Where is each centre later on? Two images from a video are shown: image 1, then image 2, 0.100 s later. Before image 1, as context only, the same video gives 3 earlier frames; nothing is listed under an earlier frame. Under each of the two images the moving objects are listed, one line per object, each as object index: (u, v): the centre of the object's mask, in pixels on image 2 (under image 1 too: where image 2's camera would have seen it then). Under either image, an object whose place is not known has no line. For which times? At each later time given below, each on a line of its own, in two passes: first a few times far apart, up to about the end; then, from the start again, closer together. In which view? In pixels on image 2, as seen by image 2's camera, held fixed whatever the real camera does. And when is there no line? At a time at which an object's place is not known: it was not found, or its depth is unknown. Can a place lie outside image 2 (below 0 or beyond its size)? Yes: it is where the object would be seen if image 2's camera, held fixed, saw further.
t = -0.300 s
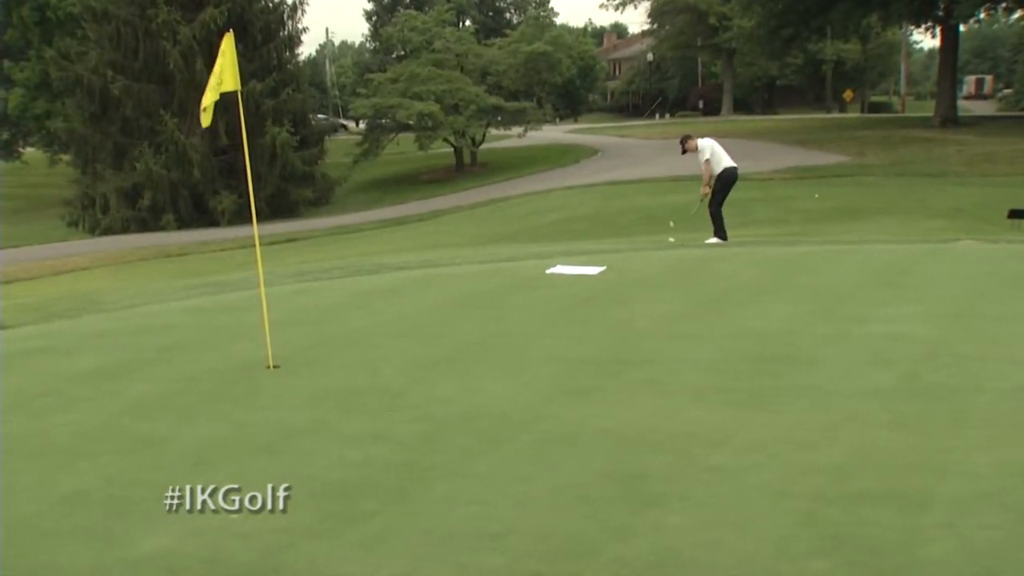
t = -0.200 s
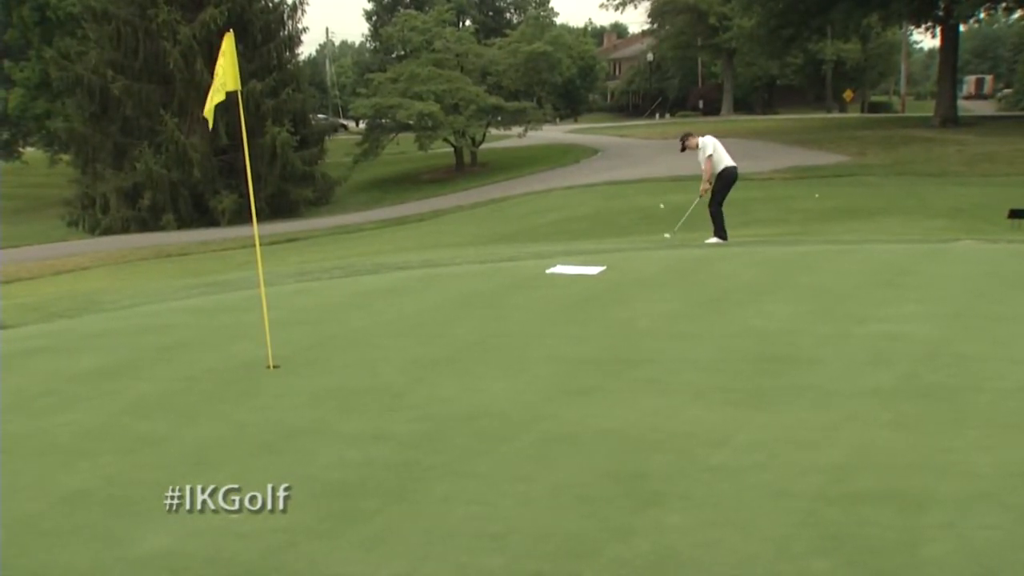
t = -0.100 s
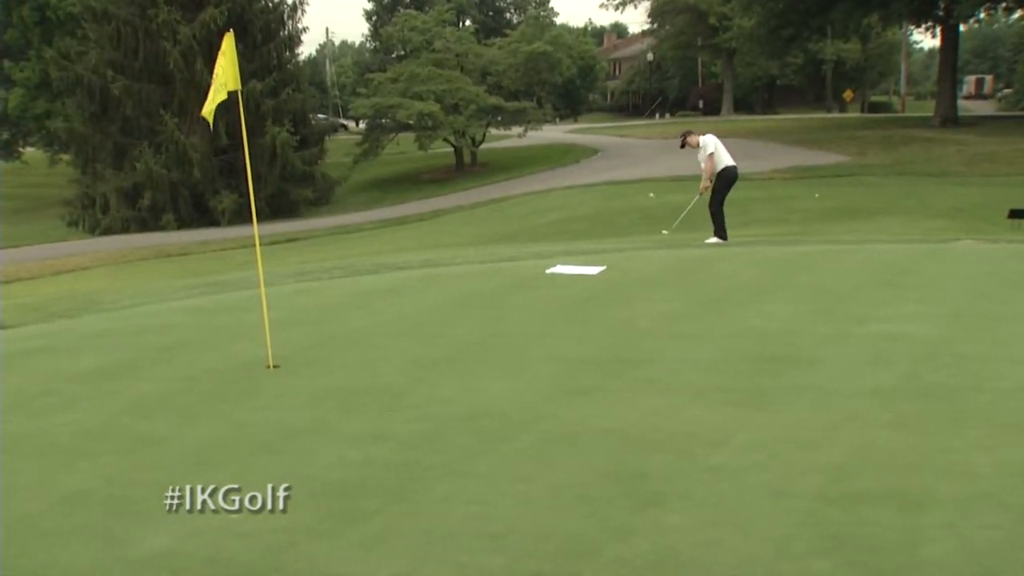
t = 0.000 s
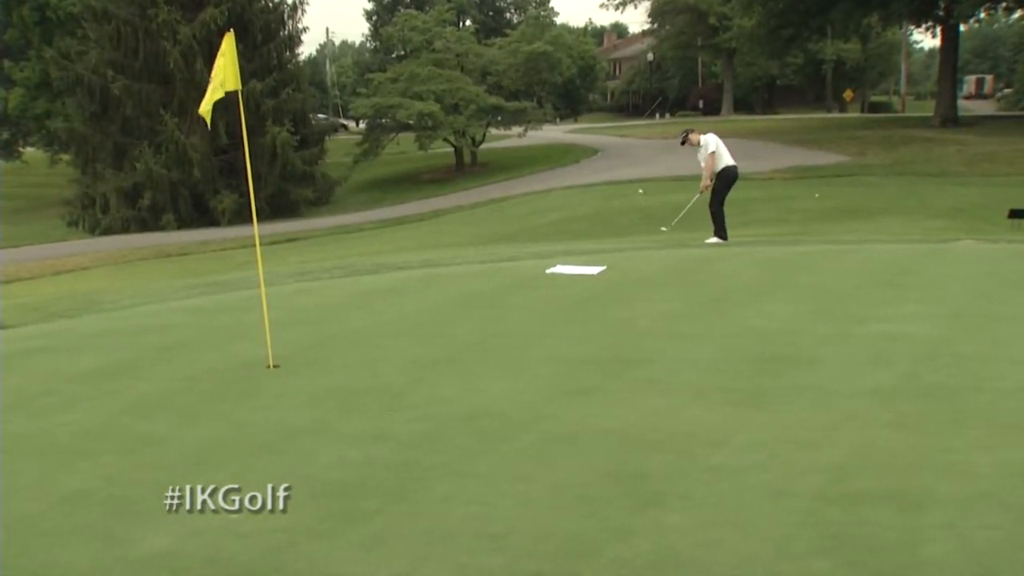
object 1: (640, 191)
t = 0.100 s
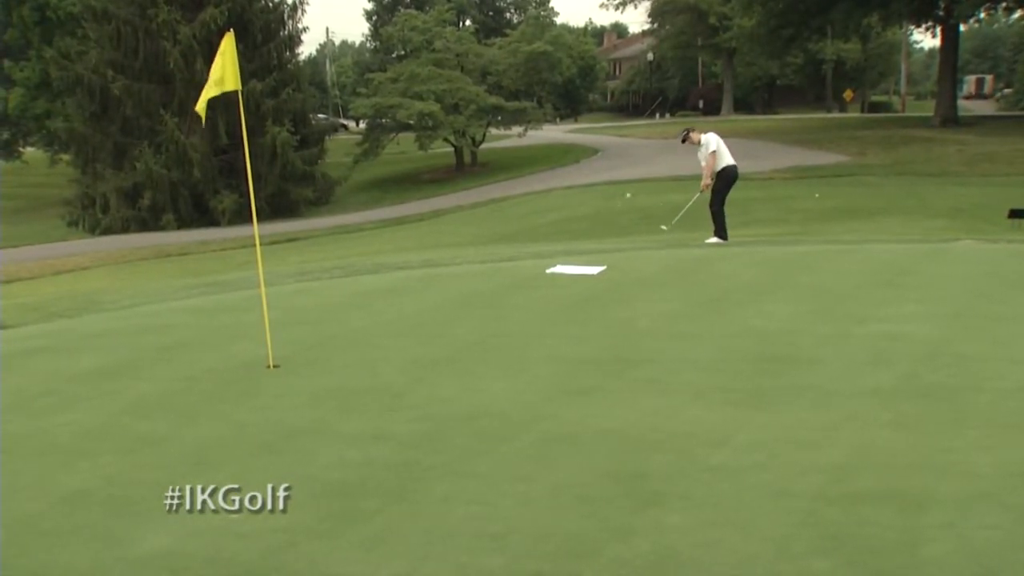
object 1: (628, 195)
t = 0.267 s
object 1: (605, 224)
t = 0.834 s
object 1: (549, 273)
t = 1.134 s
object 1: (522, 285)
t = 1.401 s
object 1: (497, 293)
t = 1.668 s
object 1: (471, 301)
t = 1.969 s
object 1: (442, 309)
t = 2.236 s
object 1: (417, 316)
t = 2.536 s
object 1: (390, 323)
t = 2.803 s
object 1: (367, 328)
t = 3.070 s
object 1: (348, 332)
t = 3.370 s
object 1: (330, 336)
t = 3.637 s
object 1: (318, 339)
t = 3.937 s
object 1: (309, 341)
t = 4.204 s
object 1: (306, 341)
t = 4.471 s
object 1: (305, 341)
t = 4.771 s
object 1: (305, 342)
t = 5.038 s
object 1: (304, 342)
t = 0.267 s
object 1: (605, 224)
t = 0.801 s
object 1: (553, 275)
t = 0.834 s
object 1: (549, 273)
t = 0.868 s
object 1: (547, 273)
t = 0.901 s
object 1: (544, 274)
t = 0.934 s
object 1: (541, 276)
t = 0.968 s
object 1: (538, 280)
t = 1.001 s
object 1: (534, 280)
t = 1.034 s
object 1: (532, 280)
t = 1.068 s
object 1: (528, 282)
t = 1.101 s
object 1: (526, 285)
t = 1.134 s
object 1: (522, 285)
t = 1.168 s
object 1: (519, 286)
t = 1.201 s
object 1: (516, 287)
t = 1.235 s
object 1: (513, 288)
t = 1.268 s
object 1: (510, 289)
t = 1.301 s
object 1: (507, 290)
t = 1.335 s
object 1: (503, 291)
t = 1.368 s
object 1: (500, 292)
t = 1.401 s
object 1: (497, 293)
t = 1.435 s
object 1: (494, 294)
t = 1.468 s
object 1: (491, 295)
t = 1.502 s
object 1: (487, 296)
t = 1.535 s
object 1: (484, 297)
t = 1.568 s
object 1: (481, 298)
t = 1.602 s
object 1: (478, 299)
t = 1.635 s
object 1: (474, 300)
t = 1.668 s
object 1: (471, 301)
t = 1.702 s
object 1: (468, 302)
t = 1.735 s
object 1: (465, 303)
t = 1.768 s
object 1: (462, 304)
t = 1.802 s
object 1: (459, 305)
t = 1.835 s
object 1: (455, 305)
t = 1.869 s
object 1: (452, 306)
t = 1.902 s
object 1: (449, 307)
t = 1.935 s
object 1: (445, 309)
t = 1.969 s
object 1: (442, 309)
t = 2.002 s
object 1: (439, 310)
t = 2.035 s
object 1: (436, 311)
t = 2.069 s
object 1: (432, 312)
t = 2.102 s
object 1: (429, 313)
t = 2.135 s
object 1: (426, 313)
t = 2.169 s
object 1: (423, 314)
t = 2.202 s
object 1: (420, 315)
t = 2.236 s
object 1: (417, 316)
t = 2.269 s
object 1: (414, 317)
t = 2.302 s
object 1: (411, 317)
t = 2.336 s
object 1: (408, 318)
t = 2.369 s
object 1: (404, 319)
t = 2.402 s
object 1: (401, 320)
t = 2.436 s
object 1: (399, 321)
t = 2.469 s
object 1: (395, 321)
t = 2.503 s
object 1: (393, 322)
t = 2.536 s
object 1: (390, 323)
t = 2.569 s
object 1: (387, 323)
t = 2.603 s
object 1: (384, 324)
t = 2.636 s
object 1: (381, 325)
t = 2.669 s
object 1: (379, 326)
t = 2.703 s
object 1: (376, 326)
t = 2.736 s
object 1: (373, 327)
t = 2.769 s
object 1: (370, 327)
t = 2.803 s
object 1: (367, 328)
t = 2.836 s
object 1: (365, 328)
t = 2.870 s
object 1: (362, 329)
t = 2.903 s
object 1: (360, 330)
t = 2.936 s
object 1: (357, 330)
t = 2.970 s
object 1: (354, 331)
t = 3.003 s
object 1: (352, 331)
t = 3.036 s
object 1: (350, 332)
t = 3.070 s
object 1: (348, 332)
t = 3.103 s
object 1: (345, 333)
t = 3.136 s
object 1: (343, 333)
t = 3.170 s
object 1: (341, 334)
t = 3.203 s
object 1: (339, 334)
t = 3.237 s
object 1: (337, 335)
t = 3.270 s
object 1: (335, 335)
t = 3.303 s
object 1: (333, 335)
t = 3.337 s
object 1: (331, 336)
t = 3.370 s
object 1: (330, 336)
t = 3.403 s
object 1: (328, 337)
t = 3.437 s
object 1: (326, 337)
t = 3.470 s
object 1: (324, 338)
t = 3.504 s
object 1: (323, 338)
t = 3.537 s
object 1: (322, 338)
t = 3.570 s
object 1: (320, 338)
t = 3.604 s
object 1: (319, 339)
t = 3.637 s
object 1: (318, 339)
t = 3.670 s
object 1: (317, 339)
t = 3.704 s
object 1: (315, 339)
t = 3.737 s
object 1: (315, 339)
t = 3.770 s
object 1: (313, 340)
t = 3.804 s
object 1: (312, 340)
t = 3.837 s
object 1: (312, 340)
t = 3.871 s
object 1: (311, 340)
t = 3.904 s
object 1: (310, 340)
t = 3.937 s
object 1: (309, 341)
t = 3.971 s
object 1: (309, 341)
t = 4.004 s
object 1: (309, 341)
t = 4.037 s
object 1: (308, 341)
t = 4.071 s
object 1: (307, 341)
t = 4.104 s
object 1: (307, 341)
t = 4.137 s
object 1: (307, 341)
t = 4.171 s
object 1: (307, 341)
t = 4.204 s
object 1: (306, 341)
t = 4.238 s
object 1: (306, 341)
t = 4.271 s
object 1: (306, 341)
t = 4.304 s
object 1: (306, 341)
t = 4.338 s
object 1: (306, 341)
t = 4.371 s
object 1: (305, 342)
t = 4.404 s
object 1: (306, 341)
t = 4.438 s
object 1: (305, 341)
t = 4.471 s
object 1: (305, 341)
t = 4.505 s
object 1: (305, 341)
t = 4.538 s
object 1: (305, 341)
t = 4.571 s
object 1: (305, 341)
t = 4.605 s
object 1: (305, 341)
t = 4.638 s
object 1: (305, 341)
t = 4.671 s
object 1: (305, 341)
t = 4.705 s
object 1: (305, 341)
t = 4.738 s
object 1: (305, 341)
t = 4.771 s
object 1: (305, 342)
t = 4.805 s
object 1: (305, 341)
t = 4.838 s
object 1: (305, 342)
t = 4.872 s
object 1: (305, 341)
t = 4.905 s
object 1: (305, 342)
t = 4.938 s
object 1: (305, 342)
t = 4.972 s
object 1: (305, 342)
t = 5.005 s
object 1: (305, 342)
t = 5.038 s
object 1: (304, 342)
